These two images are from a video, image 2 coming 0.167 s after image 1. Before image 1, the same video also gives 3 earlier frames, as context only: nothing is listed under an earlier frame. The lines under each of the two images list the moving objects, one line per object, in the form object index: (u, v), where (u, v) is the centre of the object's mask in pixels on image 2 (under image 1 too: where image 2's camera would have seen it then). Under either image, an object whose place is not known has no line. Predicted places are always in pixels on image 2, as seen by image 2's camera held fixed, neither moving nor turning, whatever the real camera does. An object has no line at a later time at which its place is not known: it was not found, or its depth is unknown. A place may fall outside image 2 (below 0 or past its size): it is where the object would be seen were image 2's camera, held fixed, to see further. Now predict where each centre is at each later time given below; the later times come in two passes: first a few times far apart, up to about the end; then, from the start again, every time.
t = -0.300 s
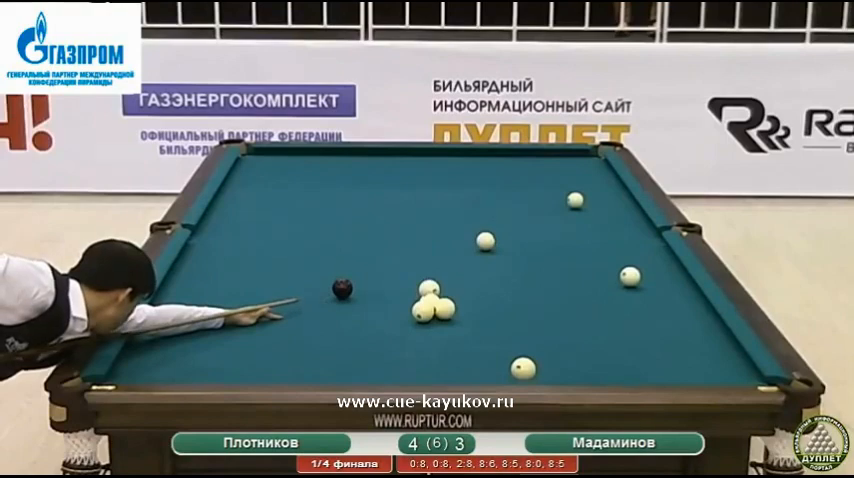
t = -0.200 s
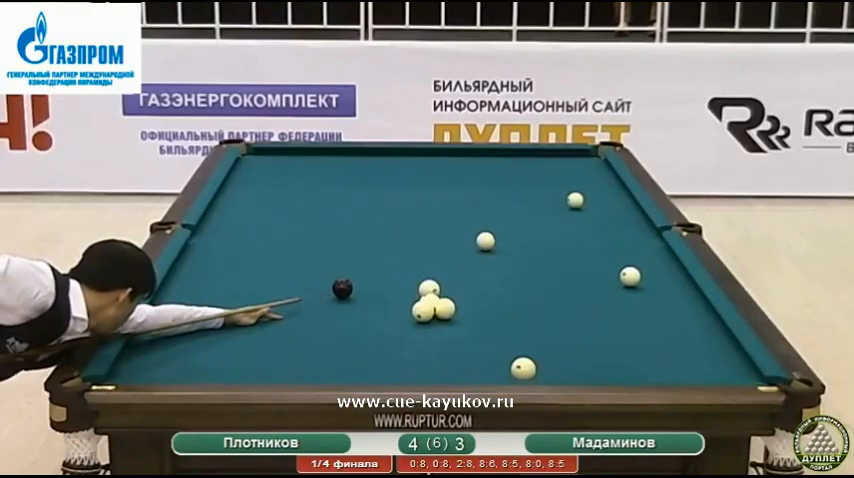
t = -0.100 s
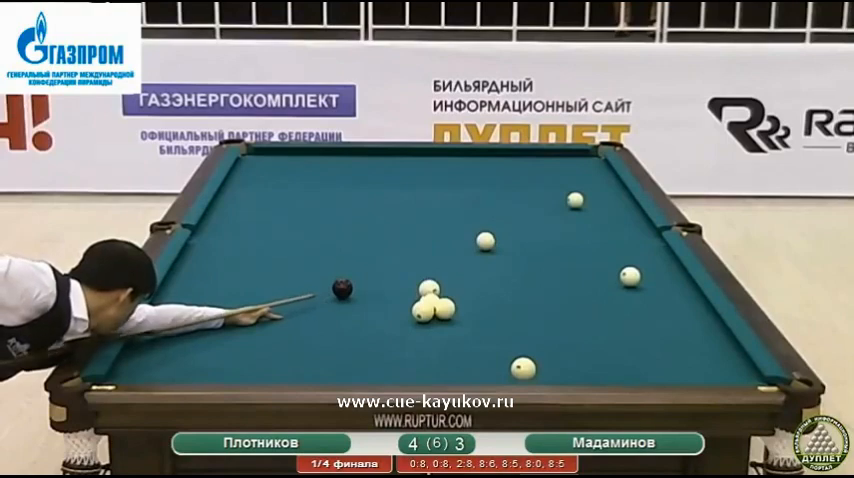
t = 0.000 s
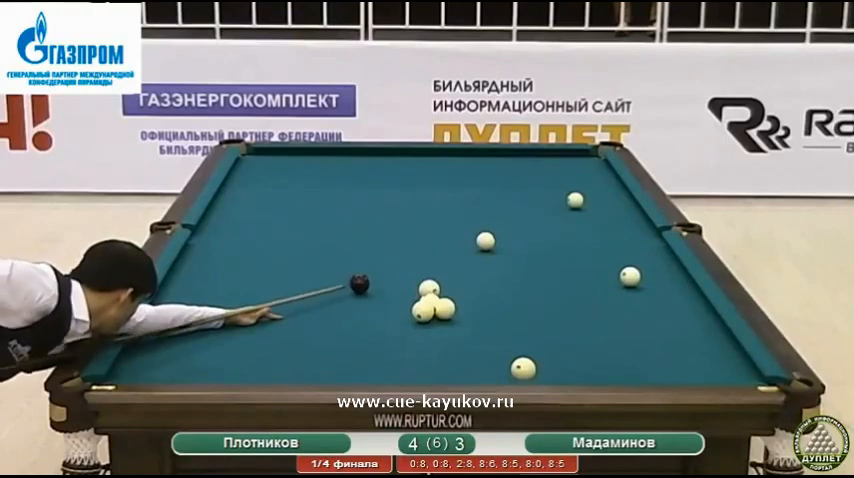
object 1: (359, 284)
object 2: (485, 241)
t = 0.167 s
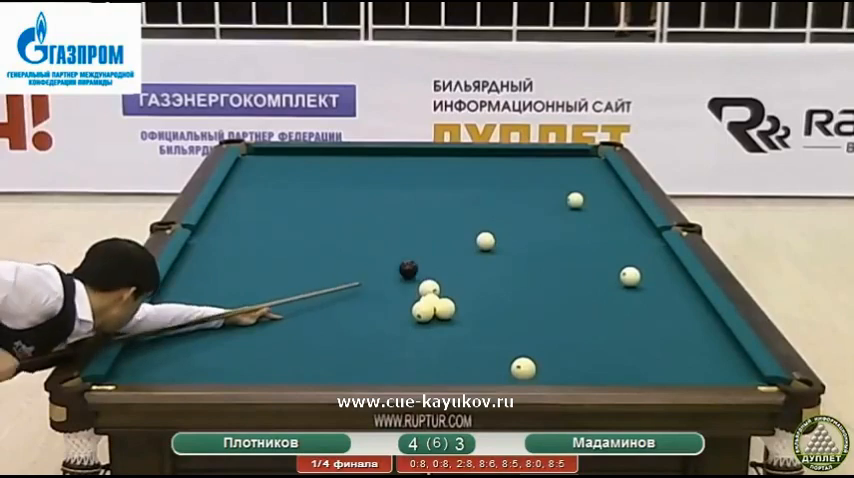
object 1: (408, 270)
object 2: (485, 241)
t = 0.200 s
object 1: (416, 267)
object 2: (485, 241)
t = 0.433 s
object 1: (463, 253)
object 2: (485, 241)
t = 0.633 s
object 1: (500, 246)
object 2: (486, 237)
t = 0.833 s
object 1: (534, 243)
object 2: (488, 230)
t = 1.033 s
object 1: (567, 241)
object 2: (489, 223)
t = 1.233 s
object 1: (598, 238)
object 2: (491, 217)
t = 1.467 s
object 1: (633, 235)
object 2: (492, 210)
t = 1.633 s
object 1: (656, 233)
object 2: (493, 205)
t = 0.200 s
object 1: (416, 267)
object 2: (485, 241)
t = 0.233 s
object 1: (423, 265)
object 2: (485, 241)
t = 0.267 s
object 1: (430, 263)
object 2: (485, 241)
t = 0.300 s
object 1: (437, 261)
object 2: (485, 241)
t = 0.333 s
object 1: (444, 259)
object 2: (485, 241)
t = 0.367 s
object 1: (450, 257)
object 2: (485, 241)
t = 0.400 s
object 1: (457, 255)
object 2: (485, 241)
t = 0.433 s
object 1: (463, 253)
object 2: (485, 241)
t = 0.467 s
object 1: (469, 251)
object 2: (485, 241)
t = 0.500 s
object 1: (476, 249)
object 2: (487, 240)
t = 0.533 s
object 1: (482, 247)
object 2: (487, 237)
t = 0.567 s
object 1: (488, 246)
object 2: (484, 236)
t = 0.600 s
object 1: (494, 246)
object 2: (484, 237)
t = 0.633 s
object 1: (500, 246)
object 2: (486, 237)
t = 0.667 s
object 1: (505, 246)
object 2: (486, 236)
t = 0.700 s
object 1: (511, 245)
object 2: (487, 235)
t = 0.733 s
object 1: (517, 245)
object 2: (487, 233)
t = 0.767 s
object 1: (523, 244)
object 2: (487, 232)
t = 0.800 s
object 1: (528, 244)
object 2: (488, 231)
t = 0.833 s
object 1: (534, 243)
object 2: (488, 230)
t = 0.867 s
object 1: (539, 243)
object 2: (488, 228)
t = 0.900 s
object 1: (545, 242)
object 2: (488, 227)
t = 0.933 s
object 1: (550, 242)
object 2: (488, 226)
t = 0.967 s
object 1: (556, 241)
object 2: (489, 225)
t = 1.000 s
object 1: (561, 241)
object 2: (490, 224)
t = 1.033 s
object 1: (567, 241)
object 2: (489, 223)
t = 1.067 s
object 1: (572, 240)
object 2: (490, 222)
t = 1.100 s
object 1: (577, 240)
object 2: (490, 221)
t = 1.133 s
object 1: (583, 239)
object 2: (490, 220)
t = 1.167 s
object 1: (588, 239)
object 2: (490, 219)
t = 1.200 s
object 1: (593, 238)
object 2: (491, 218)
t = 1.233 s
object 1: (598, 238)
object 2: (491, 217)
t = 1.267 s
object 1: (603, 237)
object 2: (491, 216)
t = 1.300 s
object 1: (608, 237)
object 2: (491, 215)
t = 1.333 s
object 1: (613, 237)
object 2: (491, 214)
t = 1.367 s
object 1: (618, 236)
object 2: (492, 213)
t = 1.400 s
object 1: (623, 236)
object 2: (492, 212)
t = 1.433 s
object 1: (628, 235)
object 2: (492, 211)
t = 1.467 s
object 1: (633, 235)
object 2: (492, 210)
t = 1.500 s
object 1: (638, 234)
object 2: (493, 209)
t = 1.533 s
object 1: (643, 234)
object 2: (493, 208)
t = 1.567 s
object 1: (647, 233)
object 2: (493, 207)
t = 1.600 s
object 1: (651, 233)
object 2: (493, 206)
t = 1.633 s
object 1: (656, 233)
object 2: (493, 205)
